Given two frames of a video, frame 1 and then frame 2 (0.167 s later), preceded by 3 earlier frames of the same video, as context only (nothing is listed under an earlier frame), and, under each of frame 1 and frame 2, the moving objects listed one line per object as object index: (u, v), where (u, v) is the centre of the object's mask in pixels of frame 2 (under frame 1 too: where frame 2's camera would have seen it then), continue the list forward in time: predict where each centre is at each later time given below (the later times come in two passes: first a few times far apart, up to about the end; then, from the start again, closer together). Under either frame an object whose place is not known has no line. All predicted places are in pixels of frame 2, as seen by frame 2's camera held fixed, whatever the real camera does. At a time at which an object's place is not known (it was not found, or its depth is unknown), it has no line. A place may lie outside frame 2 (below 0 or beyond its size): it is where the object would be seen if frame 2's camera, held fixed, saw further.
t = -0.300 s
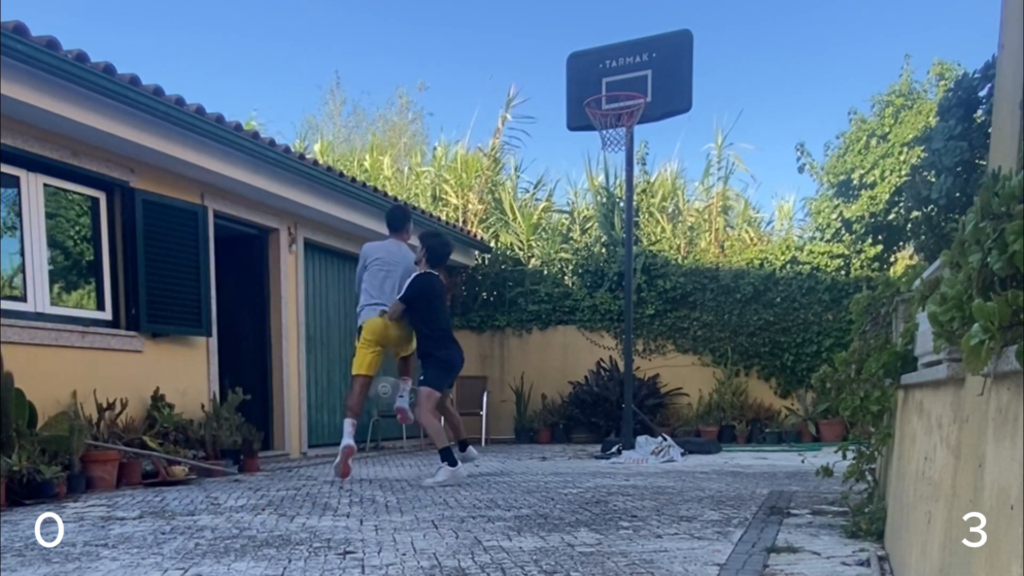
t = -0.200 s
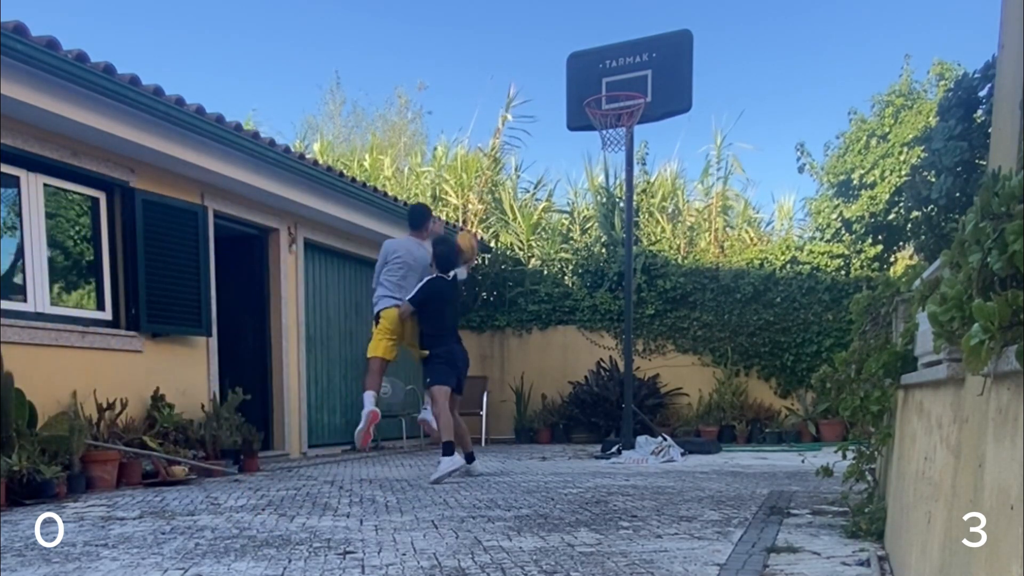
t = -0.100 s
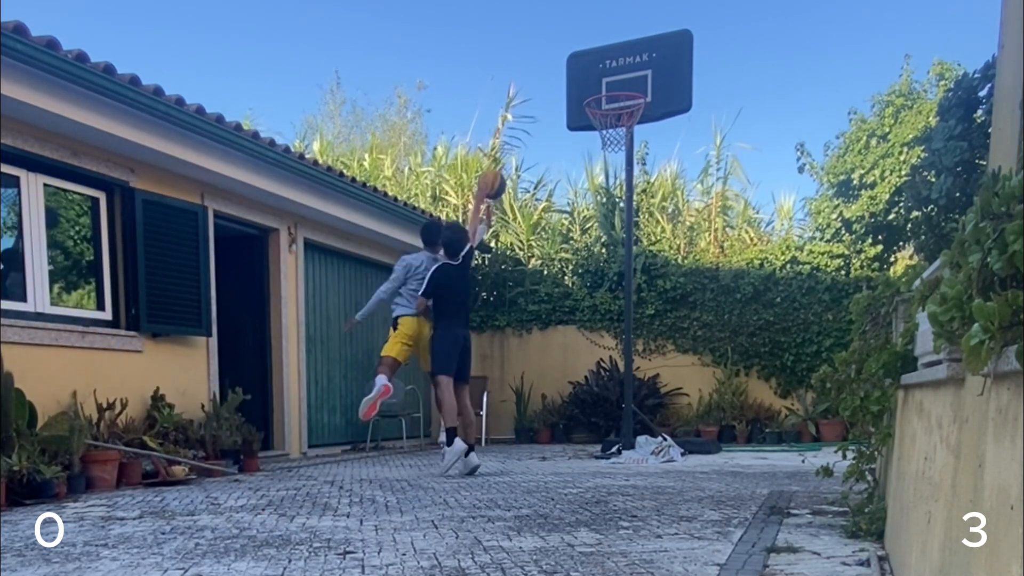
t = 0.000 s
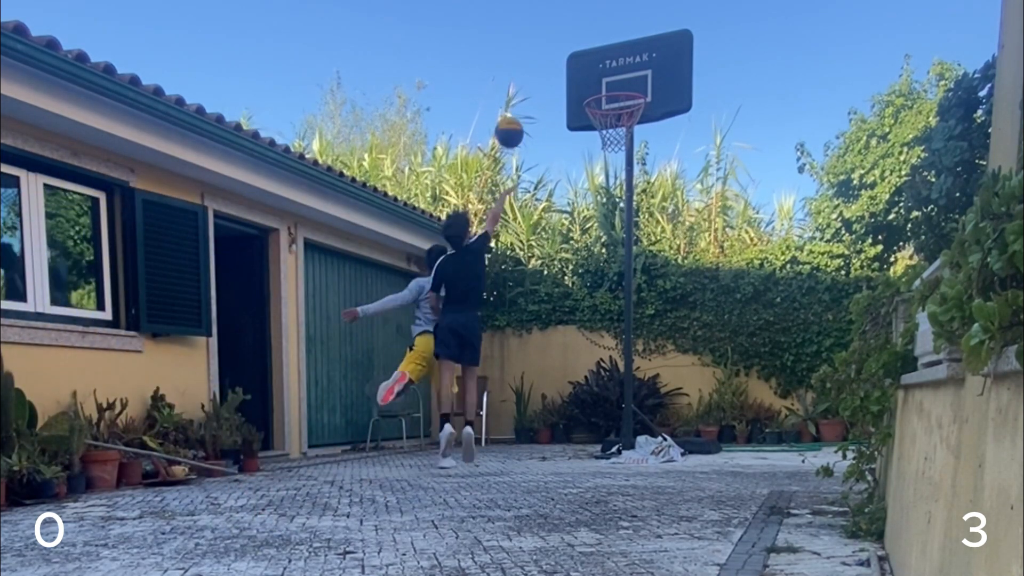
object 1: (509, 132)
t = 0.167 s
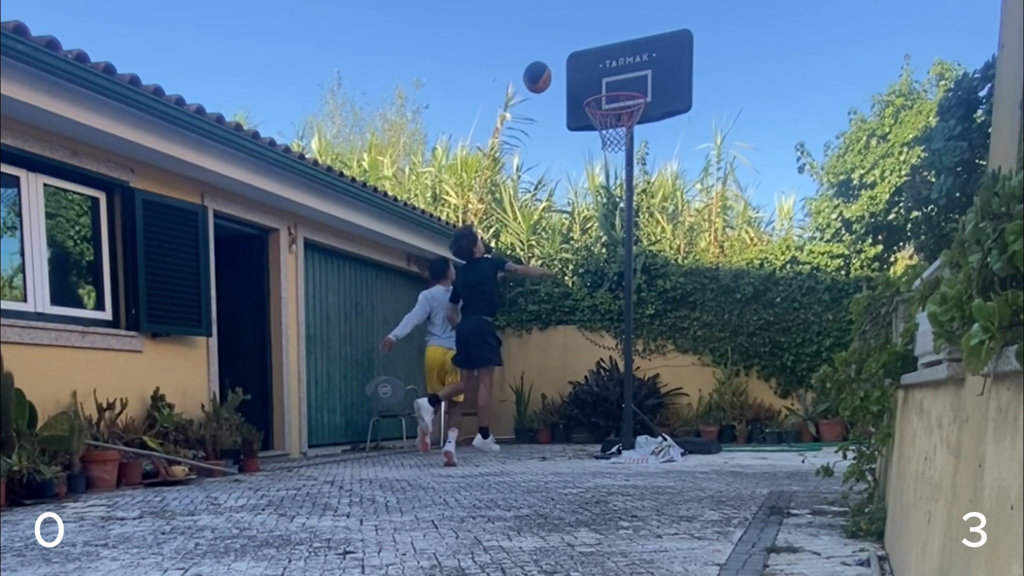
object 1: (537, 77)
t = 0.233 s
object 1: (548, 66)
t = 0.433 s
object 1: (547, 52)
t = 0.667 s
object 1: (534, 95)
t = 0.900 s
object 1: (522, 202)
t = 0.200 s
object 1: (543, 71)
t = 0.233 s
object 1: (548, 66)
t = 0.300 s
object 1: (554, 58)
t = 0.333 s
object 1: (552, 54)
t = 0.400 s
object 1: (548, 51)
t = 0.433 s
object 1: (547, 52)
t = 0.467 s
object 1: (545, 54)
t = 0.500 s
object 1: (543, 57)
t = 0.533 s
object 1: (541, 62)
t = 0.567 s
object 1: (540, 68)
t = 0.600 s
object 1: (538, 76)
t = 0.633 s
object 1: (536, 84)
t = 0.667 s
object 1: (534, 95)
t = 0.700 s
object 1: (532, 106)
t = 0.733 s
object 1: (531, 119)
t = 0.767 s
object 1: (529, 133)
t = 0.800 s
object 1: (527, 148)
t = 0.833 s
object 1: (525, 165)
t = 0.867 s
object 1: (524, 183)
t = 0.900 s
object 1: (522, 202)
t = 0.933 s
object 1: (520, 222)
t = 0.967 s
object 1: (518, 243)
